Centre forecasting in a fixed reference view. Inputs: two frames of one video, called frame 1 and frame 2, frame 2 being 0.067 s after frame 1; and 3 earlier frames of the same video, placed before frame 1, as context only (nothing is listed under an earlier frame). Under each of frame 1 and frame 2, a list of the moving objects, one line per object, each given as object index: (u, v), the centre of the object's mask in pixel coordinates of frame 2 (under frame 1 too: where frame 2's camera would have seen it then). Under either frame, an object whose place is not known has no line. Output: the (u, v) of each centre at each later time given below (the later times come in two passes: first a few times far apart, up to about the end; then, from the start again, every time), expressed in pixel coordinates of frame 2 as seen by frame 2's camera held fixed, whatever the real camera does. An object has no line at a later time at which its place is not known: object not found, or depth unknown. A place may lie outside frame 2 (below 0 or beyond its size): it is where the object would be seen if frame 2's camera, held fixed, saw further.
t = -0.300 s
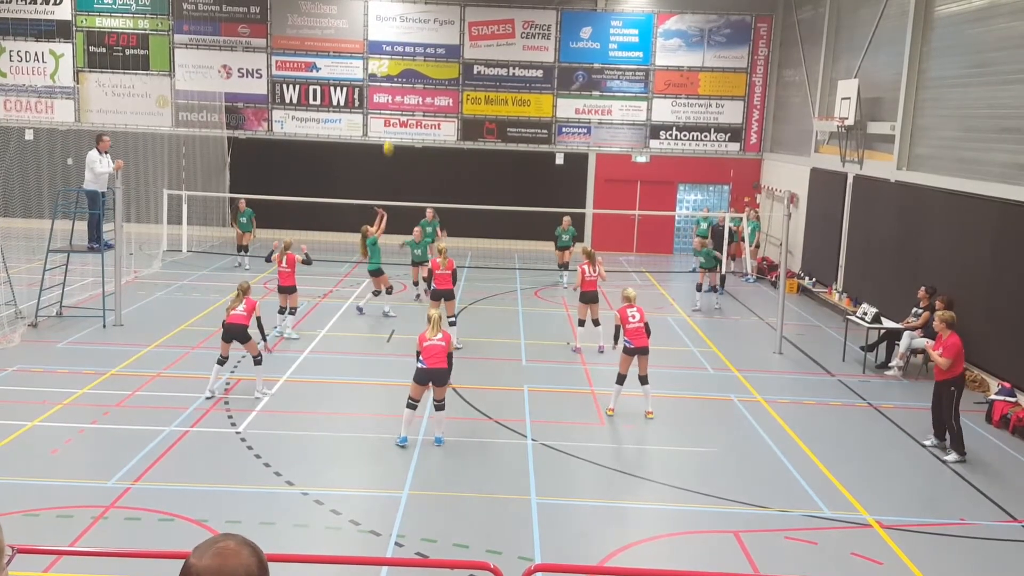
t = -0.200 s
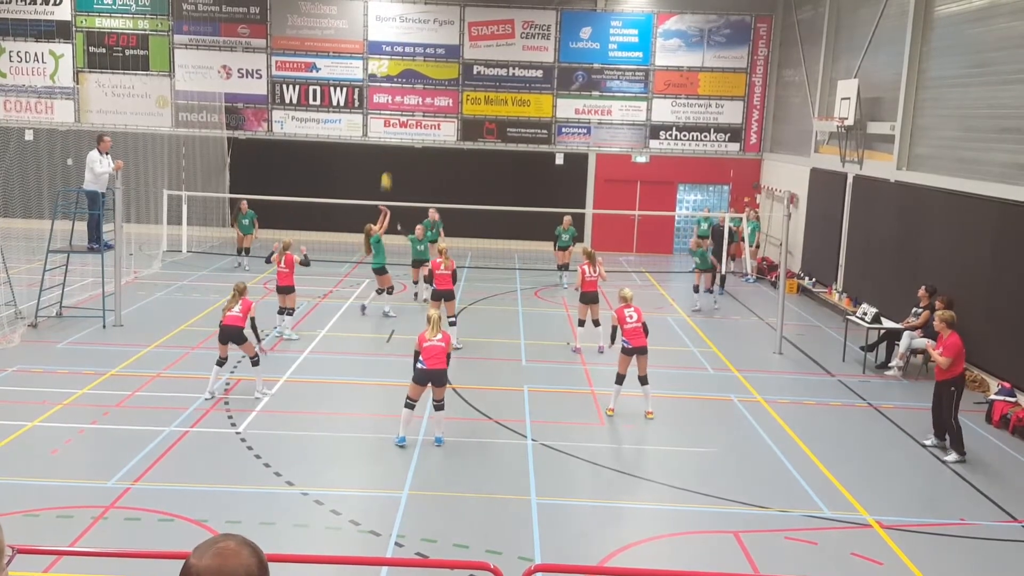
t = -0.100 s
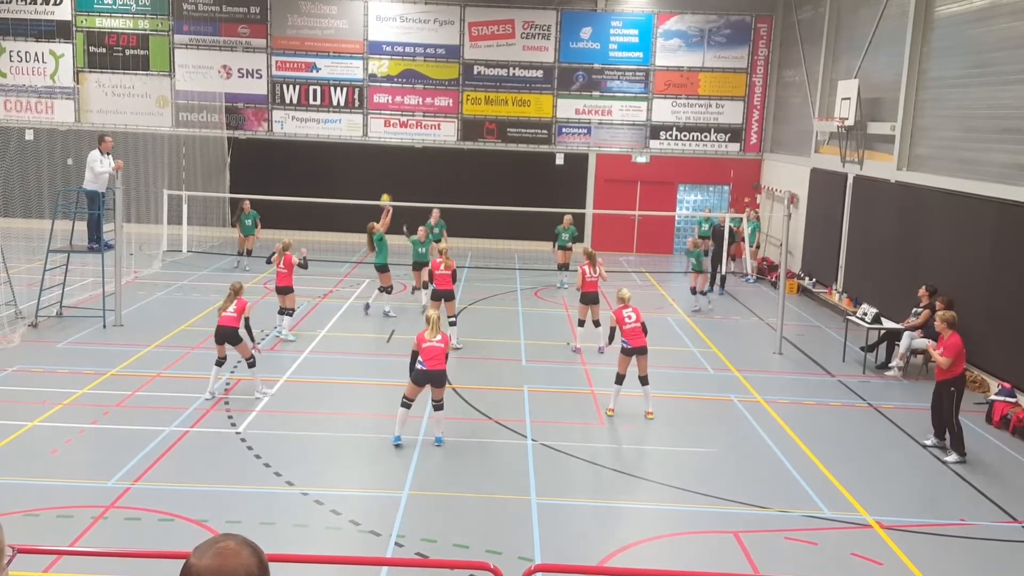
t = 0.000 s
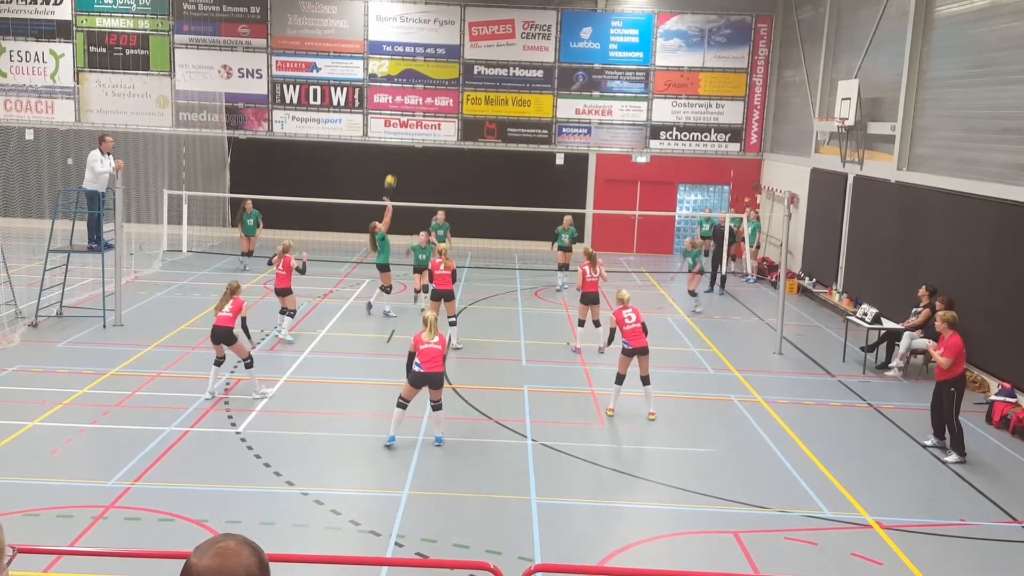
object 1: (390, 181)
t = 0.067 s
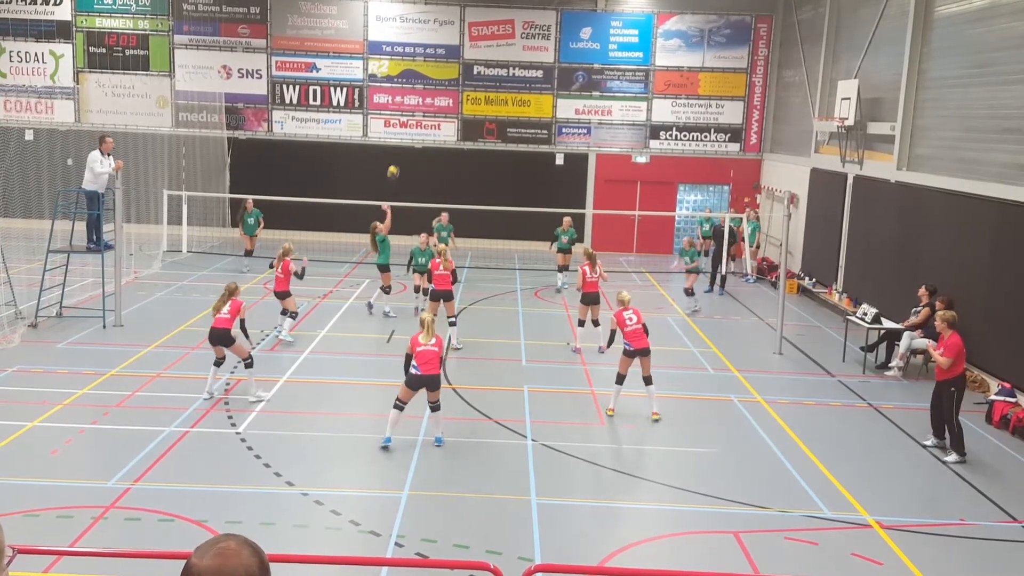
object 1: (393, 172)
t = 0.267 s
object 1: (402, 156)
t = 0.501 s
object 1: (412, 165)
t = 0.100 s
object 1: (395, 168)
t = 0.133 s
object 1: (396, 164)
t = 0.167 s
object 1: (398, 161)
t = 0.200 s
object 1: (399, 159)
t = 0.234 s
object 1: (401, 157)
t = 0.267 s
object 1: (402, 156)
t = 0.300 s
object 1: (403, 156)
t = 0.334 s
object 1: (405, 156)
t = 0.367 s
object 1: (406, 157)
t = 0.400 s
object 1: (408, 158)
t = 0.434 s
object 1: (409, 160)
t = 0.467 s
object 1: (410, 162)
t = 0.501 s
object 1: (412, 165)
